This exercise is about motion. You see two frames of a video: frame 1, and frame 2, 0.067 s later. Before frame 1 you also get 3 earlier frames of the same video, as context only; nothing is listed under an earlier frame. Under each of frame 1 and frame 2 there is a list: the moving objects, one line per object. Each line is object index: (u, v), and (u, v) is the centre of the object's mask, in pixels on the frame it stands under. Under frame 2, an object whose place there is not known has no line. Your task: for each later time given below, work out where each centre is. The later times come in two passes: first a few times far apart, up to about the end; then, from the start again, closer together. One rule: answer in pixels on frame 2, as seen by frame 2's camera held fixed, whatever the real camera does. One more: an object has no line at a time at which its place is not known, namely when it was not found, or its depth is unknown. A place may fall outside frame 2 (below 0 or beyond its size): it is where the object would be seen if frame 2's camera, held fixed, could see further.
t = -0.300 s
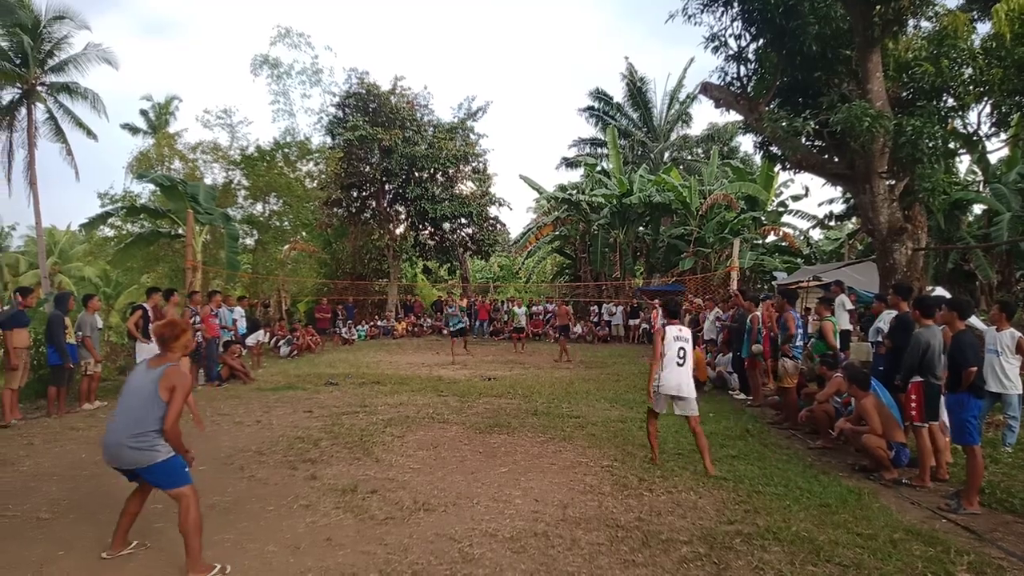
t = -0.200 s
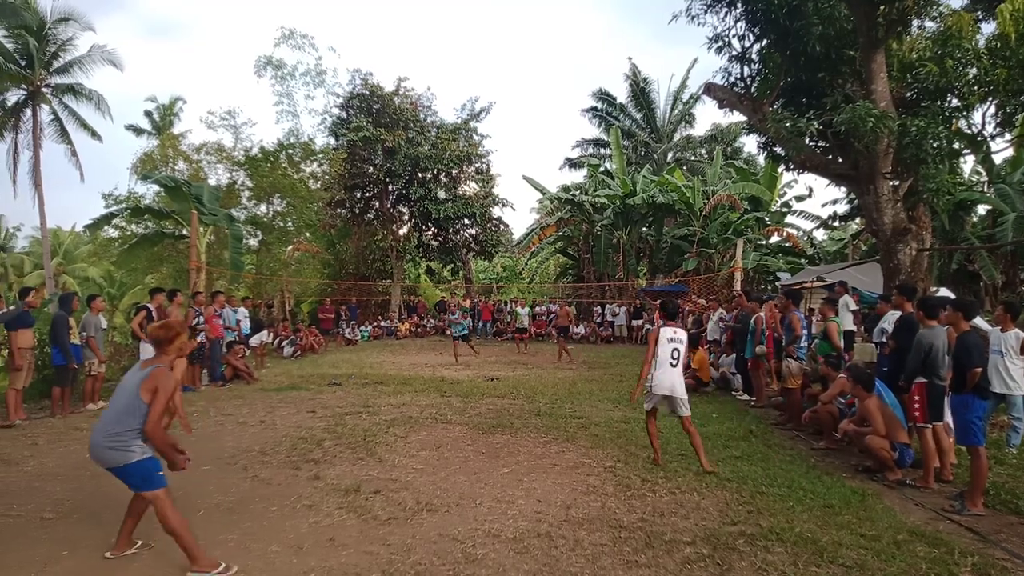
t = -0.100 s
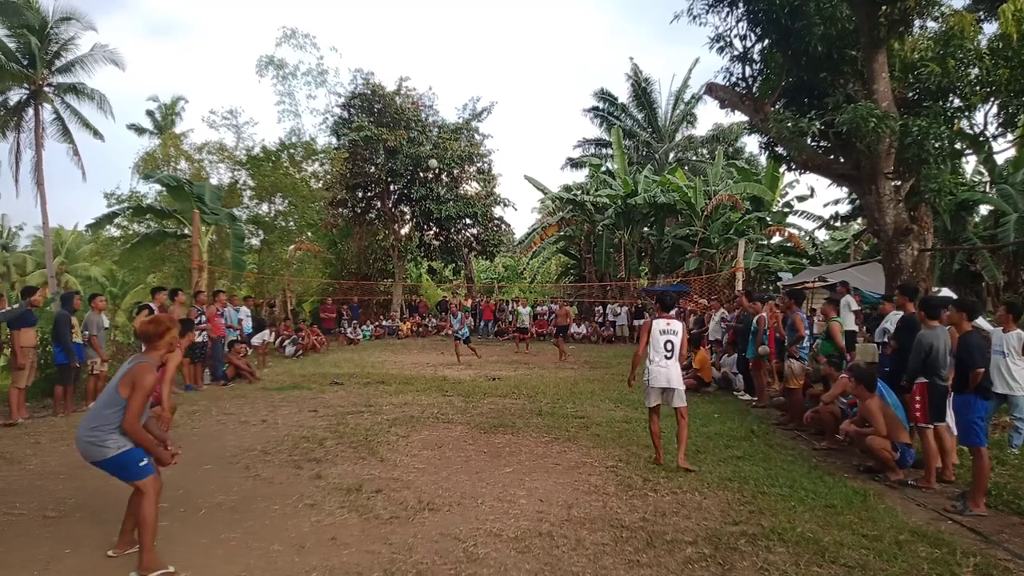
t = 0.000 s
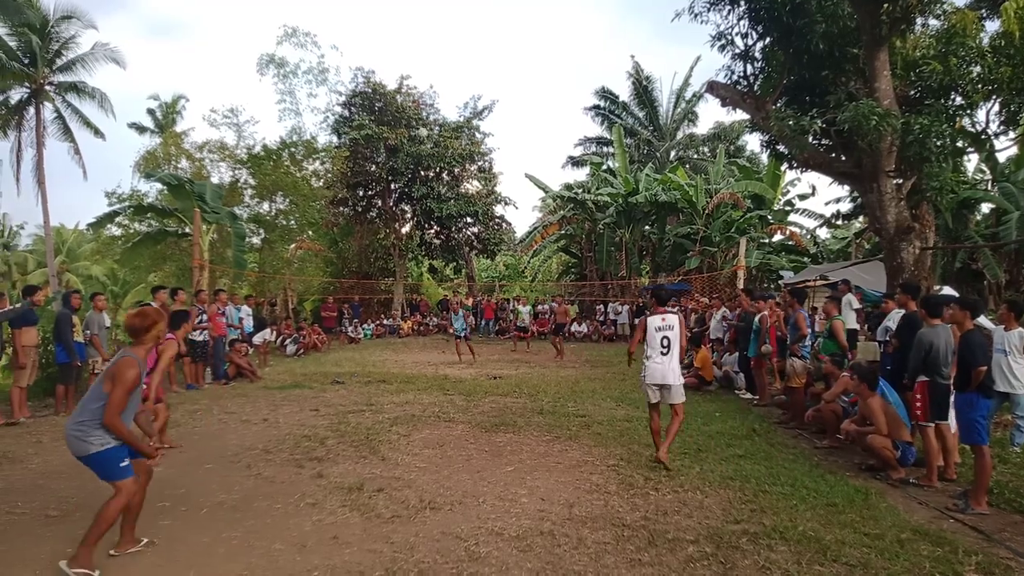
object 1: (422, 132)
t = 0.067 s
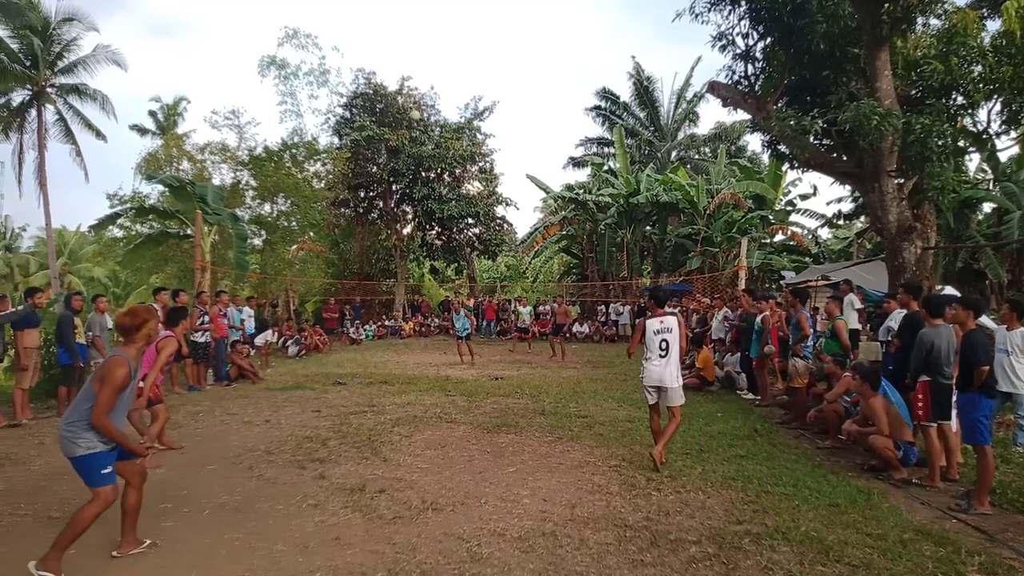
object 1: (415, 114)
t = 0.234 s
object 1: (388, 76)
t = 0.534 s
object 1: (318, 37)
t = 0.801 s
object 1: (206, 75)
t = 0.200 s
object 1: (395, 83)
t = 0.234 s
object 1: (388, 76)
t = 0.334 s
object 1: (369, 57)
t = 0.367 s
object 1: (361, 51)
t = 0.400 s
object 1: (354, 47)
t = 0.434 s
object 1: (346, 43)
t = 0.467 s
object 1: (337, 40)
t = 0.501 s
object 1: (327, 38)
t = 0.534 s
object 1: (318, 37)
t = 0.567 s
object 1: (307, 36)
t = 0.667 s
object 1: (271, 42)
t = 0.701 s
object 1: (257, 47)
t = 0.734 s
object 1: (241, 54)
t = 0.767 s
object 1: (224, 63)
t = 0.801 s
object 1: (206, 75)
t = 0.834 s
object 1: (186, 89)
